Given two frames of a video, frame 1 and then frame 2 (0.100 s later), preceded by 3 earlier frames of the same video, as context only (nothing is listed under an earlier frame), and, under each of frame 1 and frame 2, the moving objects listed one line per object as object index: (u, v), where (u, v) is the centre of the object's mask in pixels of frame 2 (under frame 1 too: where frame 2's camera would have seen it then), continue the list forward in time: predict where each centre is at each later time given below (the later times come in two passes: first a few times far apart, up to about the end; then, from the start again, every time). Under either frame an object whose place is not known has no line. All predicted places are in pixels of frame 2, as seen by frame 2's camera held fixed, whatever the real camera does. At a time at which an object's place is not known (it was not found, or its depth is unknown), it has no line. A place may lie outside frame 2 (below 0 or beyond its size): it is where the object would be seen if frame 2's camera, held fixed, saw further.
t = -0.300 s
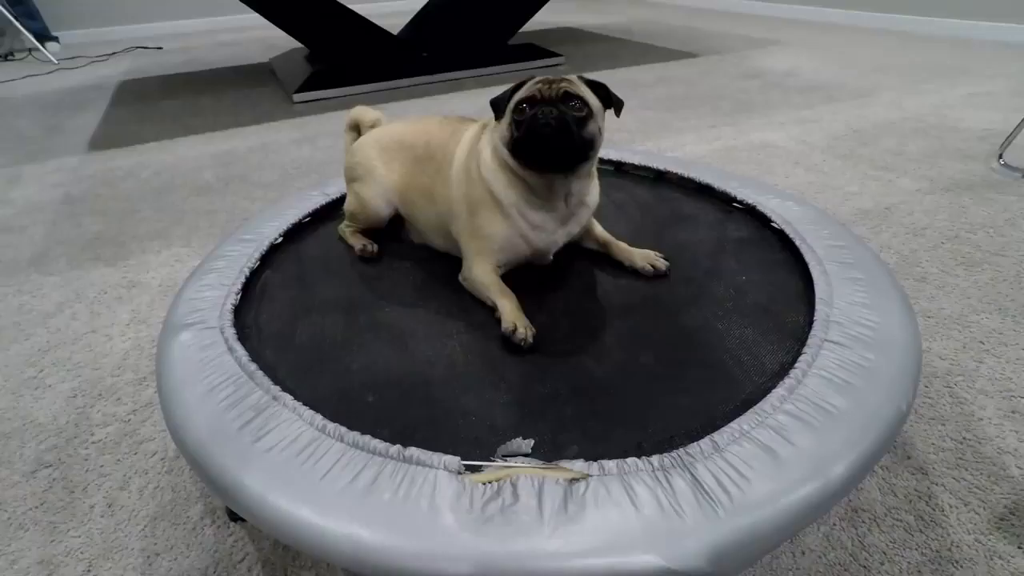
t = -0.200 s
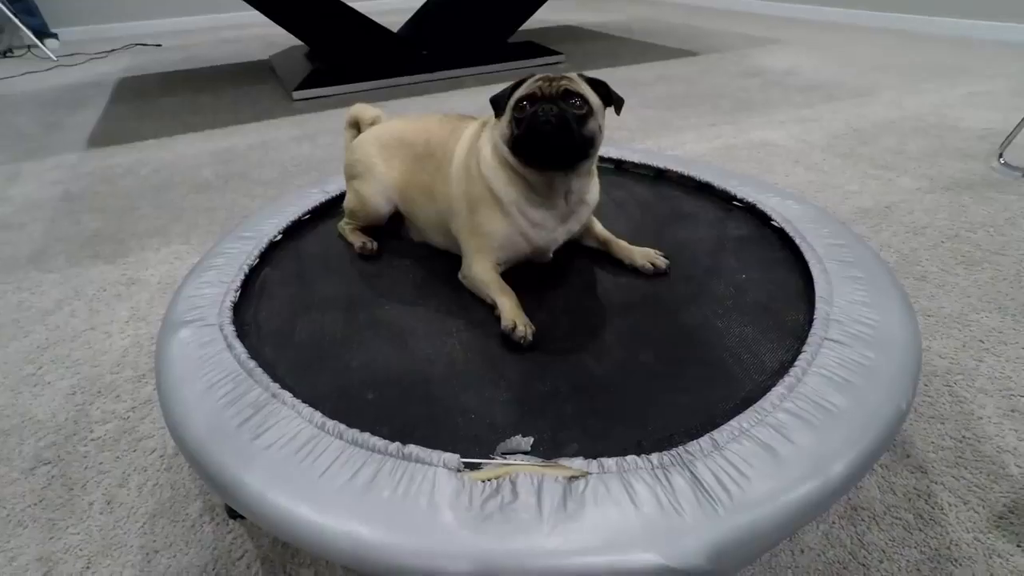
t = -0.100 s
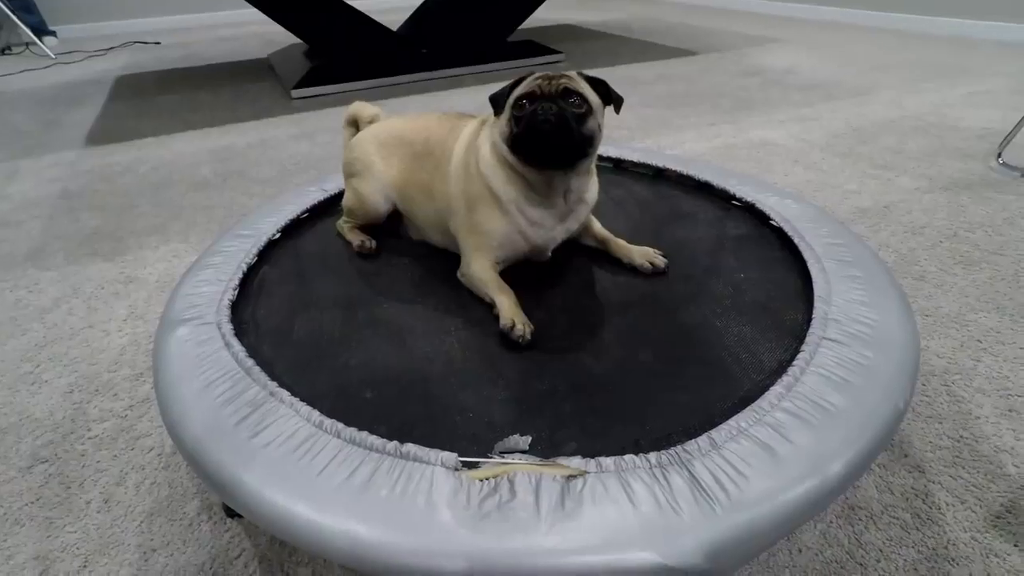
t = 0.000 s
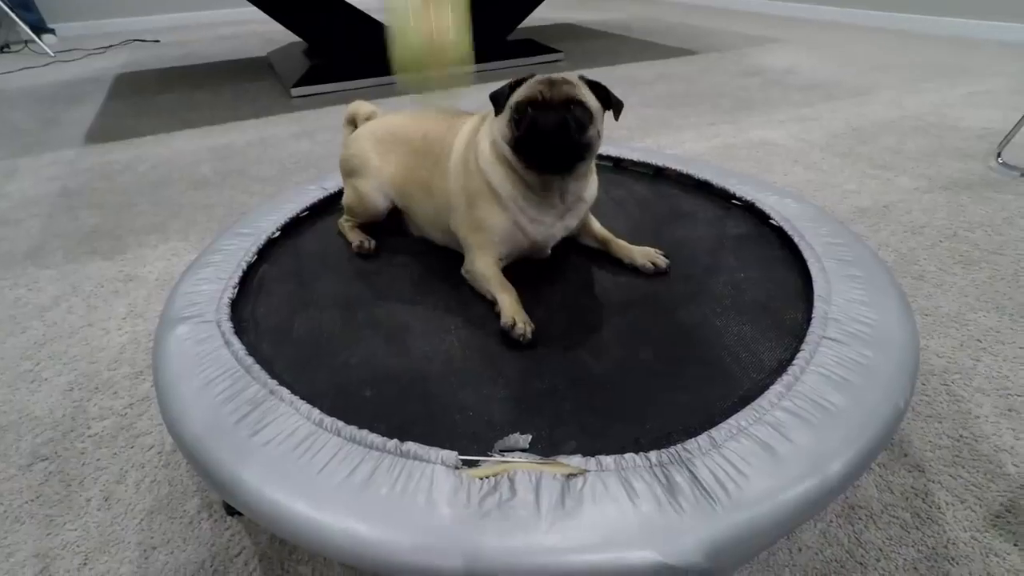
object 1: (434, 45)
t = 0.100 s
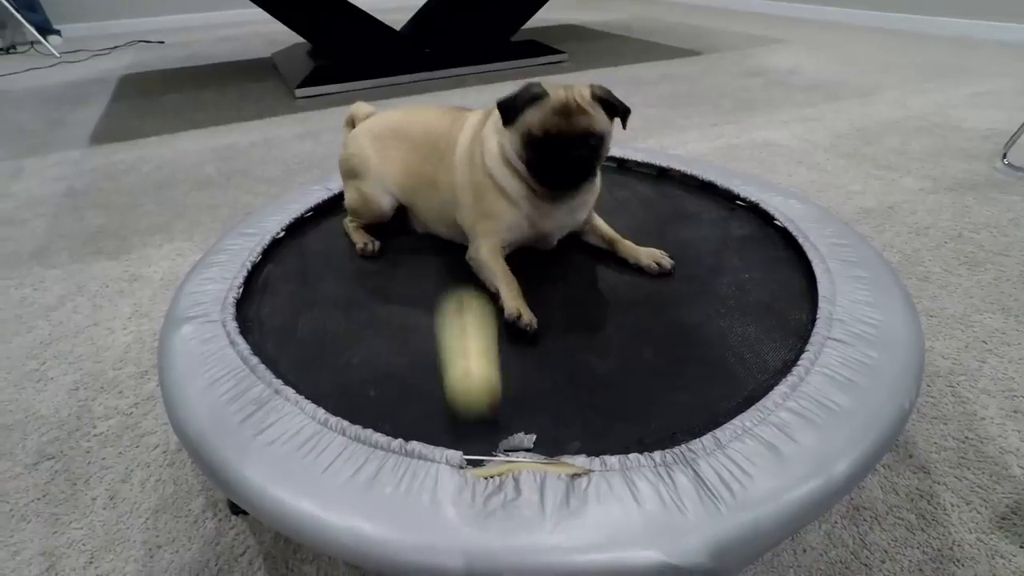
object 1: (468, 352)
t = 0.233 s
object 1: (453, 187)
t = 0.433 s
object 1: (438, 49)
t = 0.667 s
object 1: (457, 274)
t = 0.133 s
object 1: (470, 365)
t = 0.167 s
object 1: (463, 305)
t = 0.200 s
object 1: (459, 242)
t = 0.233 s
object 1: (453, 187)
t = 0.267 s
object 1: (450, 130)
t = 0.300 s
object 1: (443, 87)
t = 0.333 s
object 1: (440, 58)
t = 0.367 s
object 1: (439, 42)
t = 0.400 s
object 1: (438, 40)
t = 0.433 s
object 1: (438, 49)
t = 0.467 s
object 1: (439, 71)
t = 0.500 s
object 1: (442, 107)
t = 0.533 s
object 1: (448, 159)
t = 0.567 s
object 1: (450, 213)
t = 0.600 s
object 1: (455, 269)
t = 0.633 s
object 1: (458, 310)
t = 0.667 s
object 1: (457, 274)
